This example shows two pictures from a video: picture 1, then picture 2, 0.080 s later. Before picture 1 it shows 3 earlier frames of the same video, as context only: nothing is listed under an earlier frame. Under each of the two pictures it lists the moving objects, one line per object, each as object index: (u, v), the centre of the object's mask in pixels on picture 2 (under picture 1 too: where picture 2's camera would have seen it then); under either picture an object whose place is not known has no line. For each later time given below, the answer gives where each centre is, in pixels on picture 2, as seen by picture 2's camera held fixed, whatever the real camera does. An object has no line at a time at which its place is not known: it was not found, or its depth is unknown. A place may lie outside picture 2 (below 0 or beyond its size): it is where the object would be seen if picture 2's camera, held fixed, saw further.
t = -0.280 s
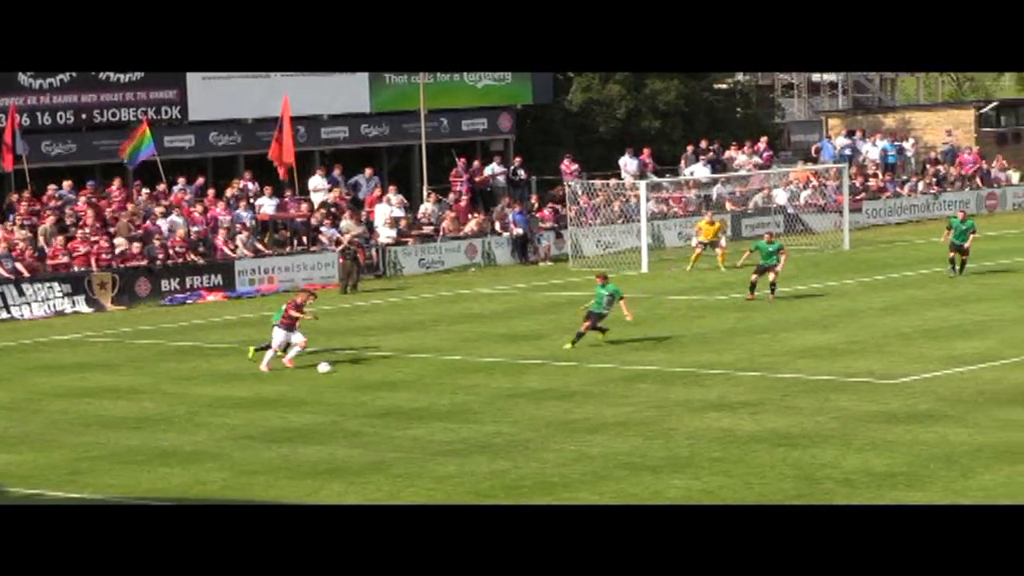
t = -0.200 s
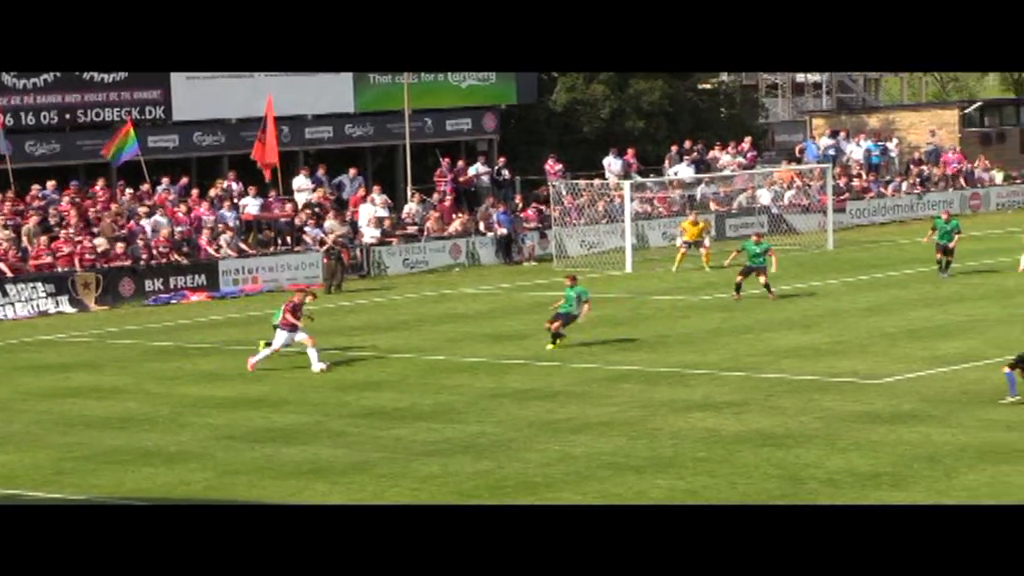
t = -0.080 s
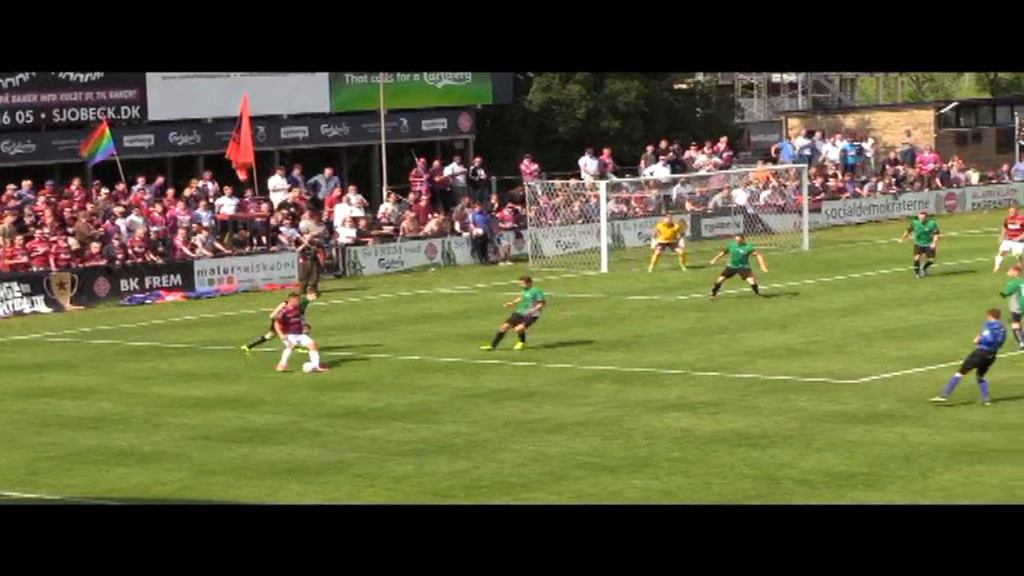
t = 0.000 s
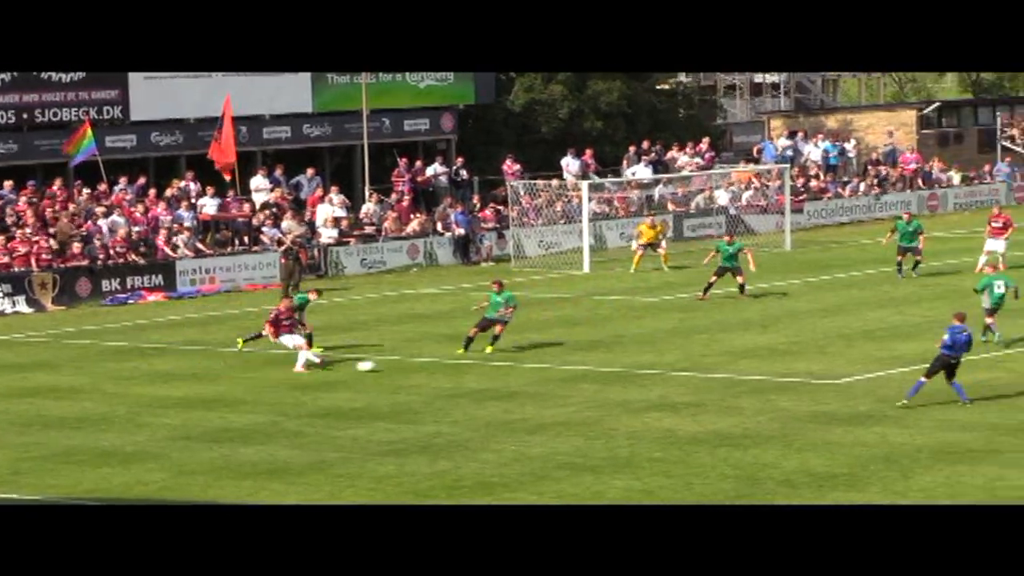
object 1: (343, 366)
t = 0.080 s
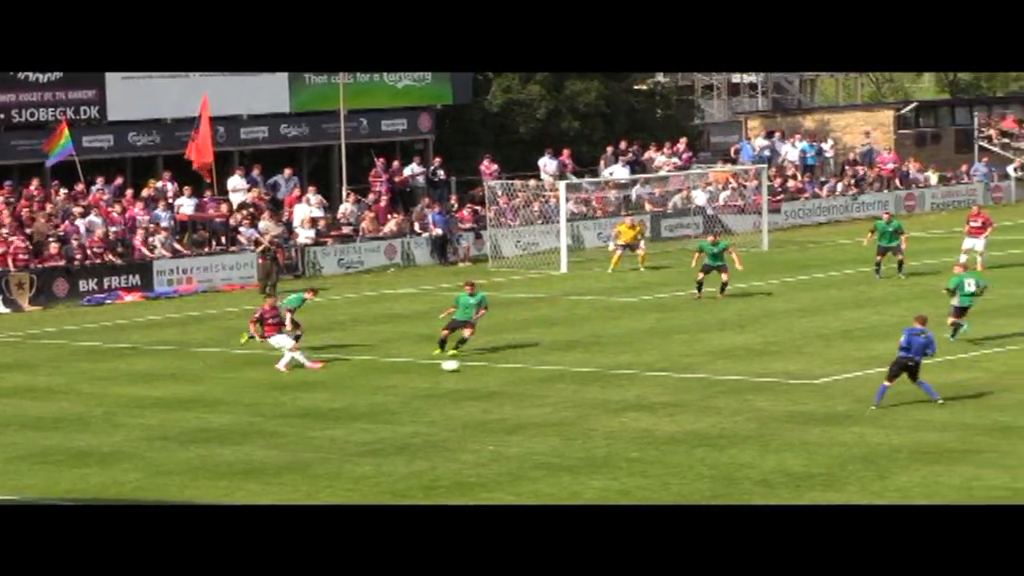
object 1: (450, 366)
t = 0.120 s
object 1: (503, 366)
